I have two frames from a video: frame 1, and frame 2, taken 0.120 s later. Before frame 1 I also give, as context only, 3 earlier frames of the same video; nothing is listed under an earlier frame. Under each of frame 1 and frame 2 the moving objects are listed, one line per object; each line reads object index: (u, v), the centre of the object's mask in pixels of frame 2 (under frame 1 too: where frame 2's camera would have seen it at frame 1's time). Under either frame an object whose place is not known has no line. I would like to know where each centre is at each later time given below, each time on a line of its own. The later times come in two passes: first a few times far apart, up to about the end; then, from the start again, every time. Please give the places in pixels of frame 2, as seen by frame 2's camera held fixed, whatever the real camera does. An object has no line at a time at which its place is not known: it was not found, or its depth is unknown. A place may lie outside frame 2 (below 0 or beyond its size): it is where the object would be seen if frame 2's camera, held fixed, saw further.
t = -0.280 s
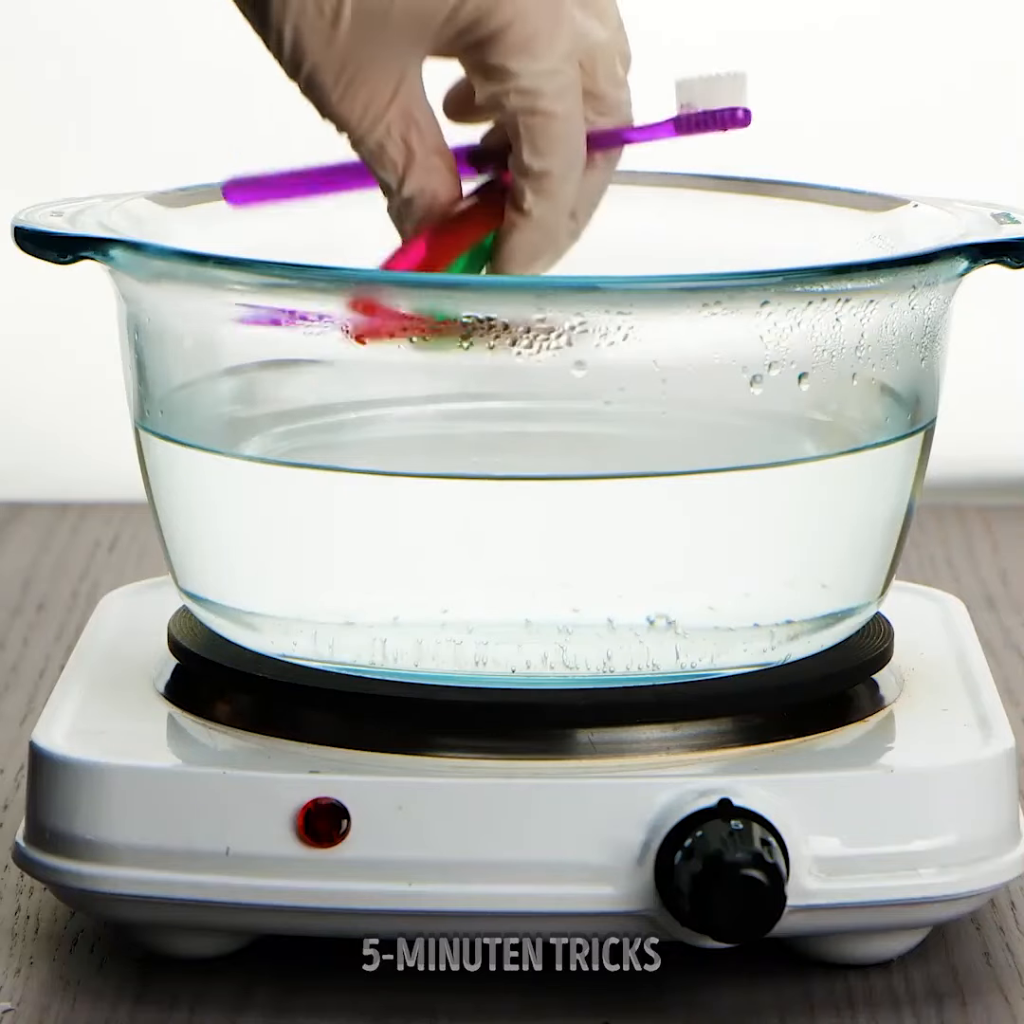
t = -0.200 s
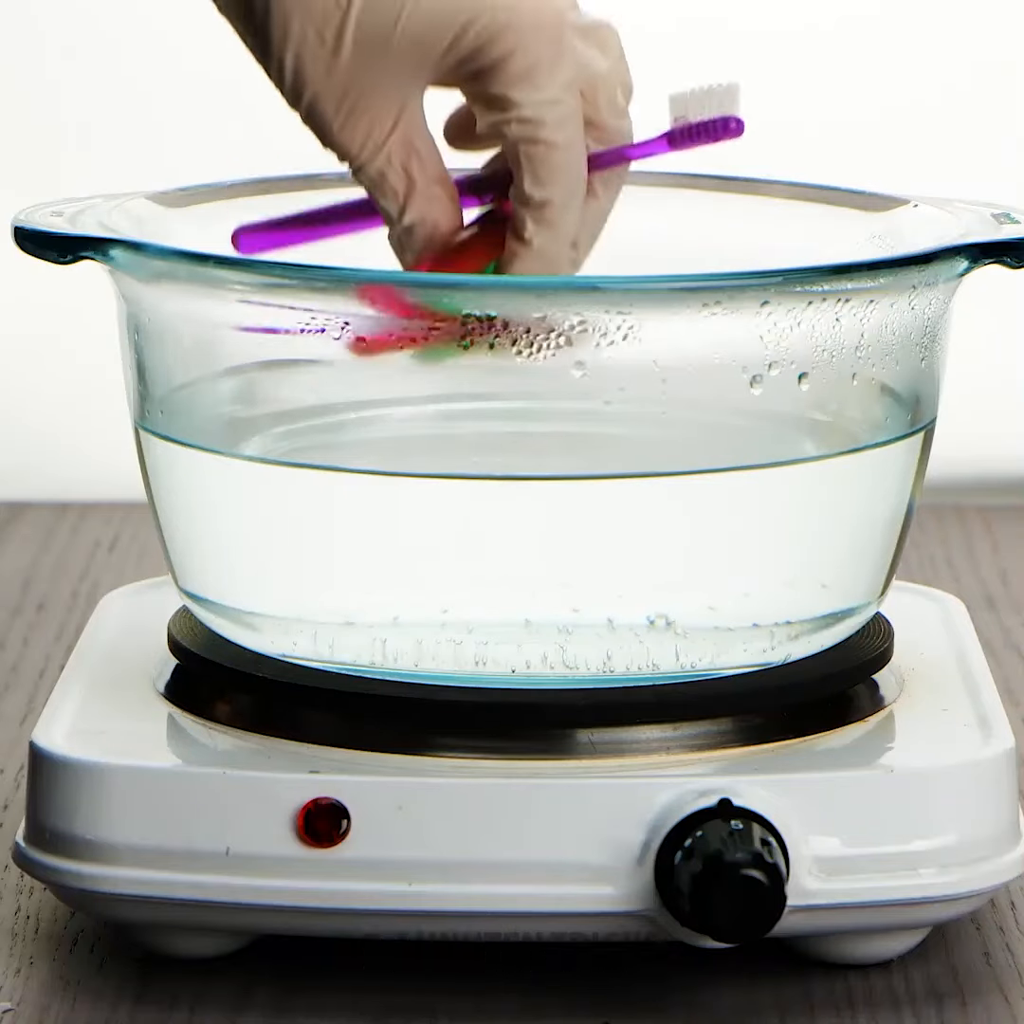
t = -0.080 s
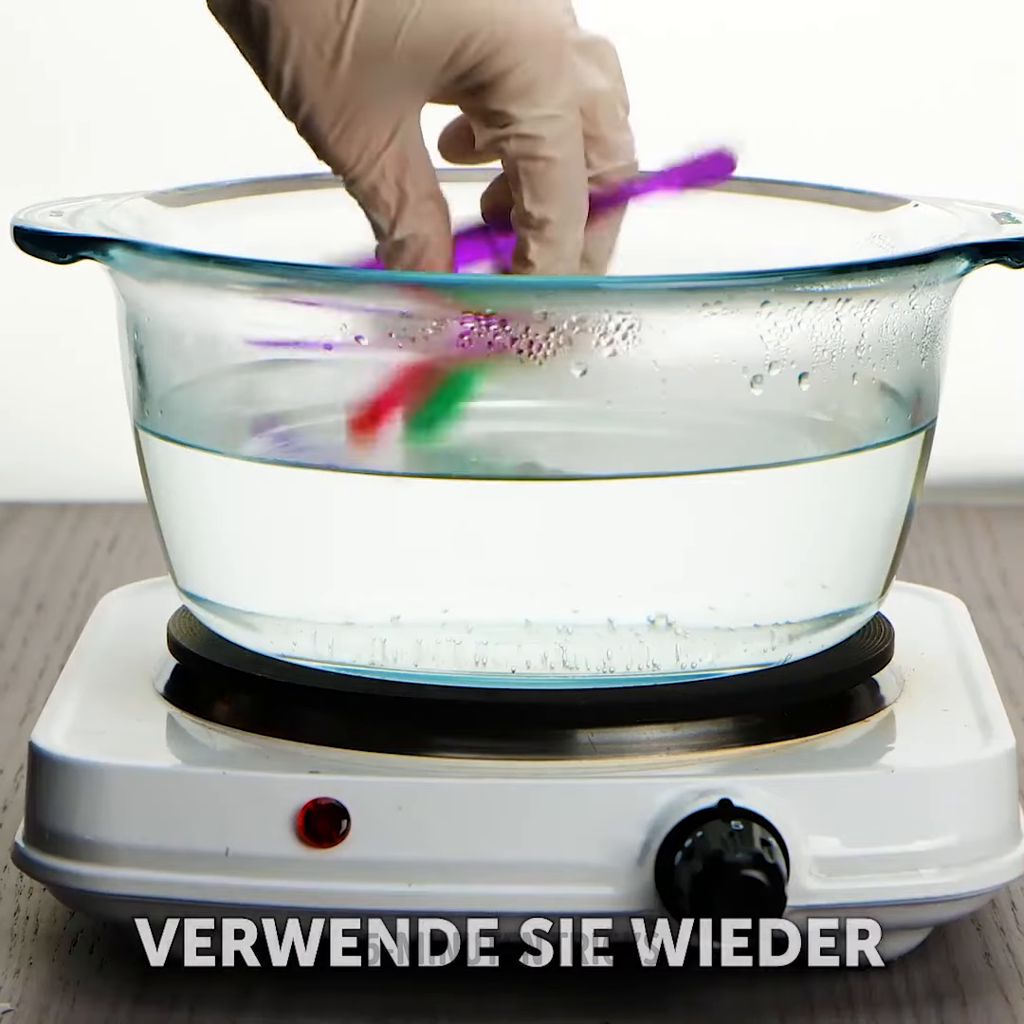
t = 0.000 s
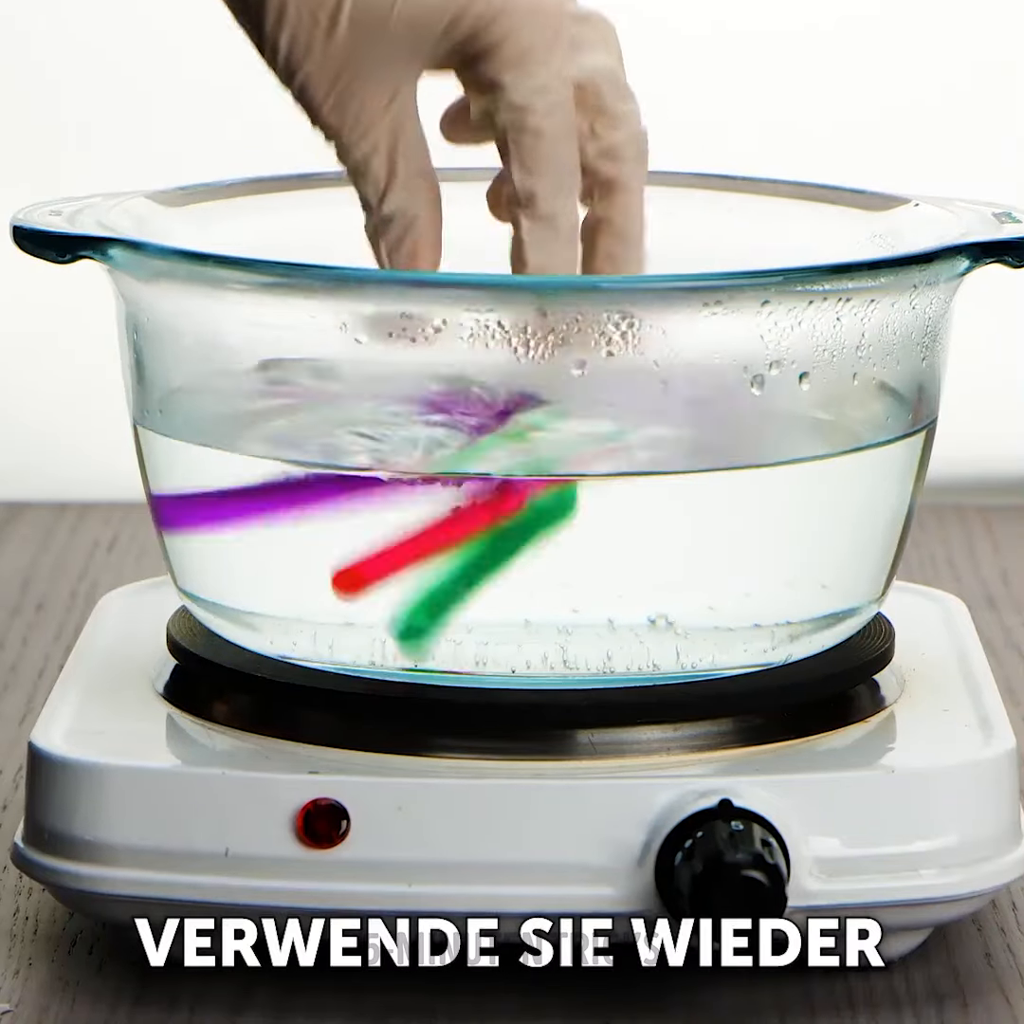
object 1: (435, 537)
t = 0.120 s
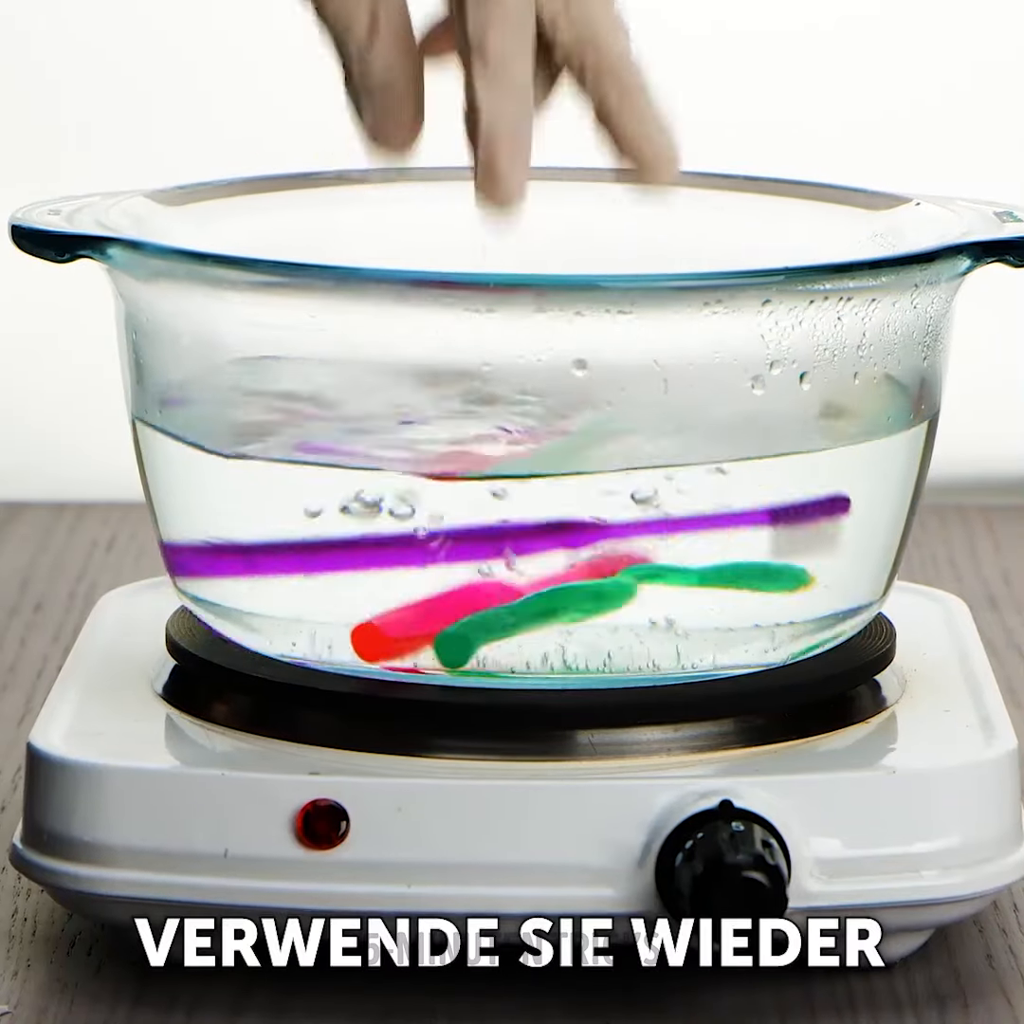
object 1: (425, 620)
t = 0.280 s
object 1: (412, 634)
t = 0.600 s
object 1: (406, 631)
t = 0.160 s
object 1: (414, 632)
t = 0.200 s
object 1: (418, 633)
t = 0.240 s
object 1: (414, 634)
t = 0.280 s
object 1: (412, 634)
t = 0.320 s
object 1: (411, 633)
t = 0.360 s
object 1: (410, 633)
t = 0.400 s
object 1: (408, 632)
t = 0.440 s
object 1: (405, 631)
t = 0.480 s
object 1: (407, 631)
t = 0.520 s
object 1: (406, 631)
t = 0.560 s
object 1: (406, 631)
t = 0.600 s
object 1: (406, 631)
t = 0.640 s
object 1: (407, 631)
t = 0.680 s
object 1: (408, 631)
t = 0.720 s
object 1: (408, 631)
